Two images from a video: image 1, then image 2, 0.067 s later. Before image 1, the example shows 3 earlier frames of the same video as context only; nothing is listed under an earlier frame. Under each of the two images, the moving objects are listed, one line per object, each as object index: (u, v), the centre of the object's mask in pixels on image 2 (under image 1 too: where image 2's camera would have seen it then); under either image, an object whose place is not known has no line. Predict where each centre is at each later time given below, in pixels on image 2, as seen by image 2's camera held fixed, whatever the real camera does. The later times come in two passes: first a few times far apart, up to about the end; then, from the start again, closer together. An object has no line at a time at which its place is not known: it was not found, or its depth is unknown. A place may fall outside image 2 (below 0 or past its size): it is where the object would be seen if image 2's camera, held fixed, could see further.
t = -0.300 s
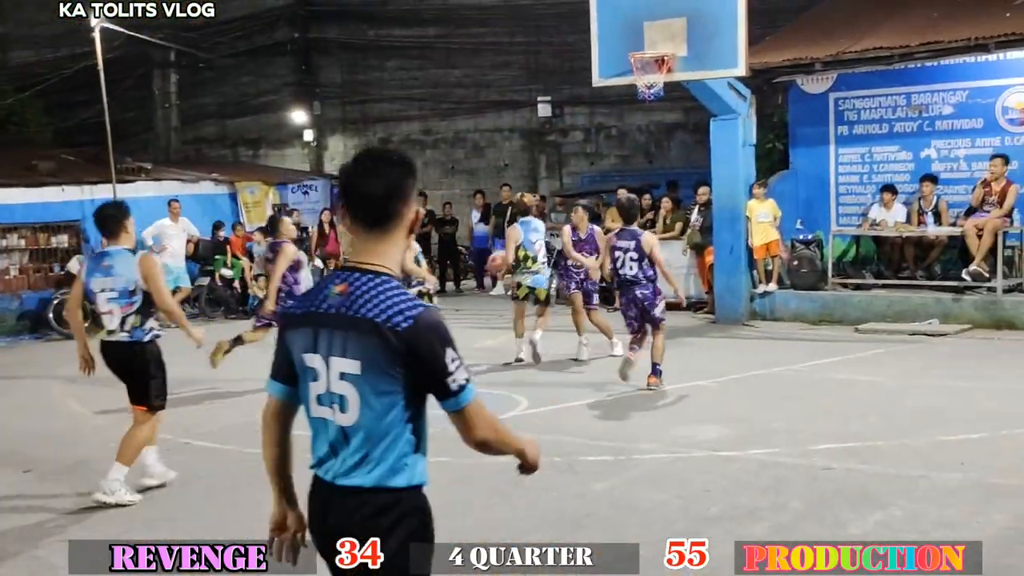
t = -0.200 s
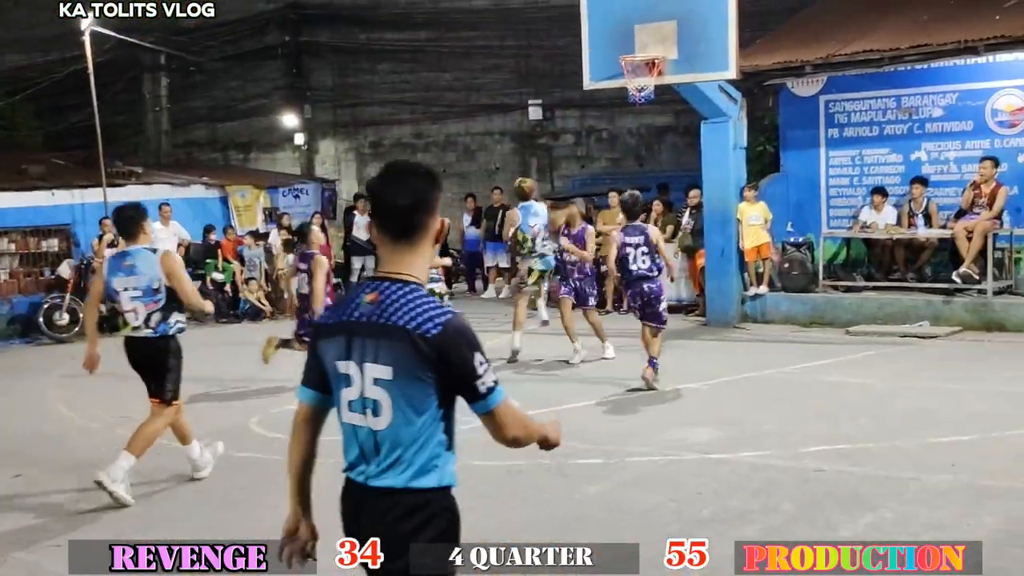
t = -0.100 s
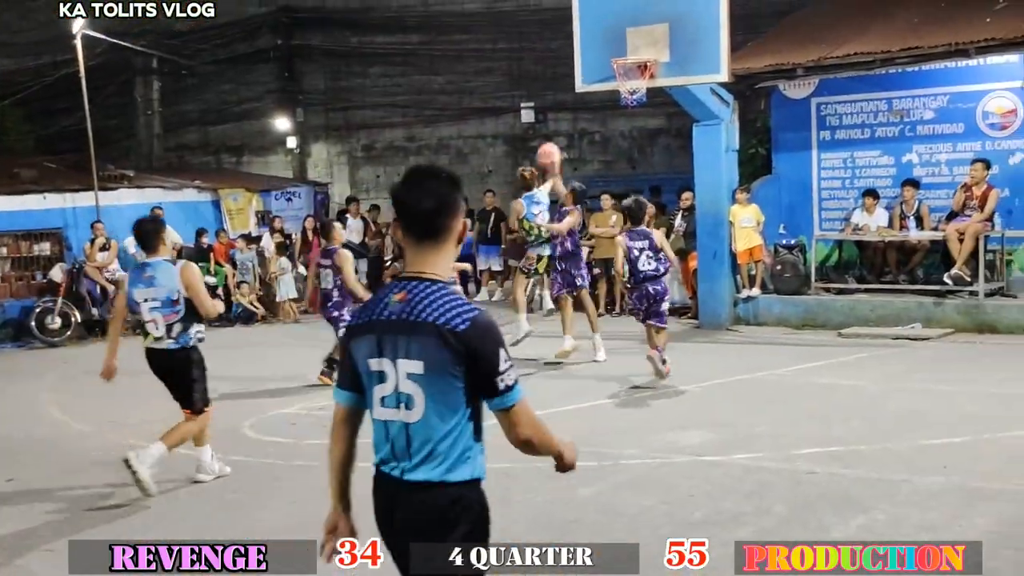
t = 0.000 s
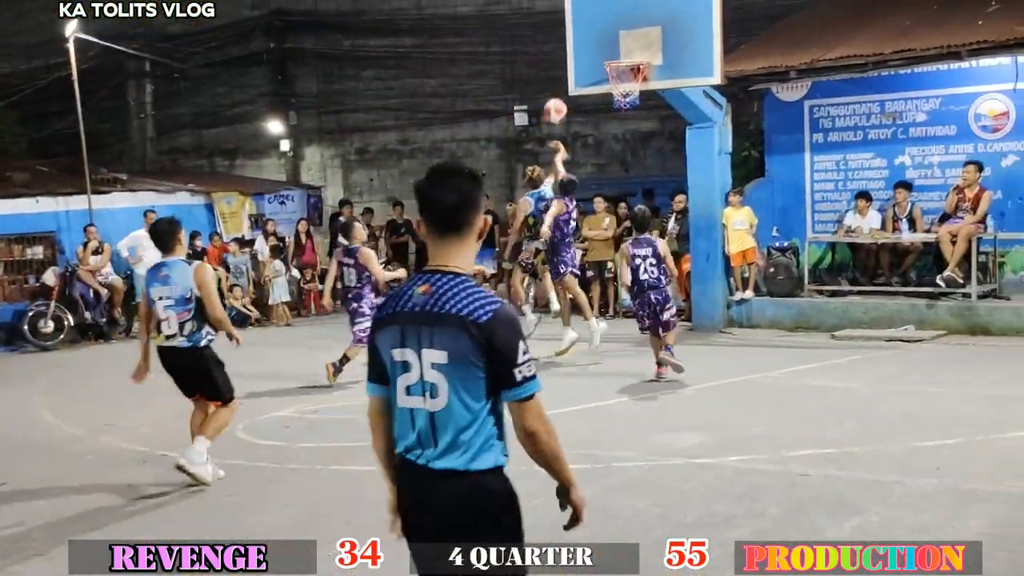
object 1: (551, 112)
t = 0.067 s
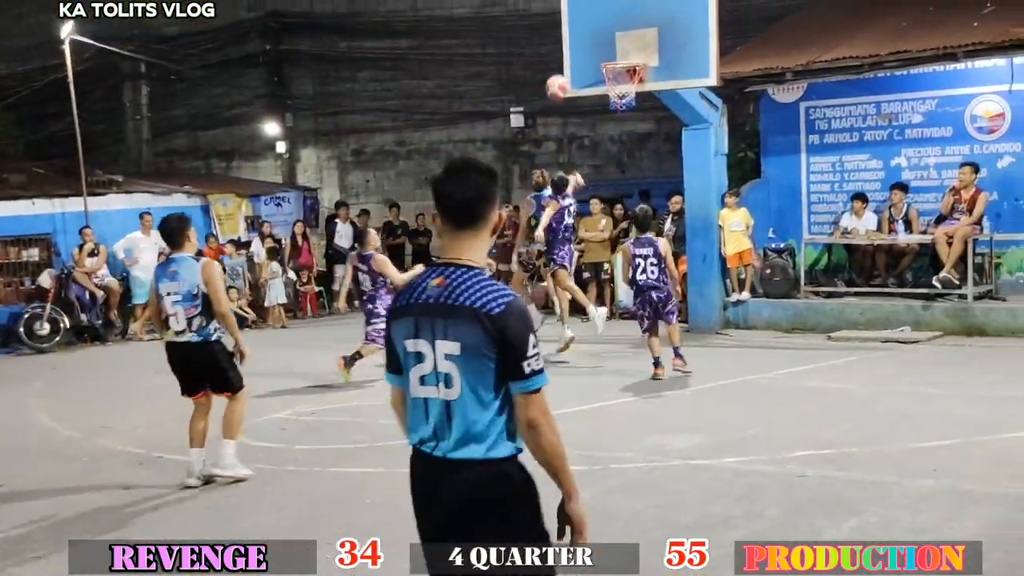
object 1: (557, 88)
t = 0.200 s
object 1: (569, 49)
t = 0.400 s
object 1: (590, 23)
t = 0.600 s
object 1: (609, 33)
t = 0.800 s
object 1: (619, 49)
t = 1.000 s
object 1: (618, 51)
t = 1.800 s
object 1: (625, 106)
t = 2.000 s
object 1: (623, 108)
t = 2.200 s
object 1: (624, 109)
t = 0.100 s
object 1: (560, 76)
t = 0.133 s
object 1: (563, 66)
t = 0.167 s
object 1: (566, 57)
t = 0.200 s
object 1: (569, 49)
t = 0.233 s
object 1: (572, 41)
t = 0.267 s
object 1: (576, 36)
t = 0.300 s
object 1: (579, 31)
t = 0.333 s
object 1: (582, 27)
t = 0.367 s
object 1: (586, 24)
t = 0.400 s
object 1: (590, 23)
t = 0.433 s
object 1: (592, 23)
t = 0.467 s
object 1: (595, 23)
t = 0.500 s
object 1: (599, 24)
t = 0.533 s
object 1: (602, 27)
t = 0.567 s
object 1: (605, 29)
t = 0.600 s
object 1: (609, 33)
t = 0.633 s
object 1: (612, 41)
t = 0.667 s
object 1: (616, 46)
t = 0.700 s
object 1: (619, 52)
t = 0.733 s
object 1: (620, 53)
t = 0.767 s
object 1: (619, 51)
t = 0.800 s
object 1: (619, 49)
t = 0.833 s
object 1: (619, 48)
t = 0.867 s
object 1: (619, 47)
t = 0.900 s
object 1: (617, 46)
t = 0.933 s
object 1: (618, 47)
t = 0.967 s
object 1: (618, 49)
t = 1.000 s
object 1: (618, 51)
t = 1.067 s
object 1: (617, 52)
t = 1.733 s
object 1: (625, 106)
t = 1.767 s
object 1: (625, 107)
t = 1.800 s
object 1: (625, 106)
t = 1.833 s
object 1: (625, 106)
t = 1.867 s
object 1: (624, 107)
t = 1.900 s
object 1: (624, 108)
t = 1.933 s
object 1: (623, 108)
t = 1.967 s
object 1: (623, 108)
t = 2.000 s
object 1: (623, 108)
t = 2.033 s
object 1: (623, 107)
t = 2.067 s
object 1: (623, 109)
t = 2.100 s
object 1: (623, 109)
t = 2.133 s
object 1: (624, 109)
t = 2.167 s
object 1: (624, 108)
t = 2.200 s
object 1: (624, 109)
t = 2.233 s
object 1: (624, 110)
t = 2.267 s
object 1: (624, 110)
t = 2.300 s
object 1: (624, 111)
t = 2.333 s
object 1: (625, 111)
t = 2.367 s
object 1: (624, 112)
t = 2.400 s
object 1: (624, 114)
